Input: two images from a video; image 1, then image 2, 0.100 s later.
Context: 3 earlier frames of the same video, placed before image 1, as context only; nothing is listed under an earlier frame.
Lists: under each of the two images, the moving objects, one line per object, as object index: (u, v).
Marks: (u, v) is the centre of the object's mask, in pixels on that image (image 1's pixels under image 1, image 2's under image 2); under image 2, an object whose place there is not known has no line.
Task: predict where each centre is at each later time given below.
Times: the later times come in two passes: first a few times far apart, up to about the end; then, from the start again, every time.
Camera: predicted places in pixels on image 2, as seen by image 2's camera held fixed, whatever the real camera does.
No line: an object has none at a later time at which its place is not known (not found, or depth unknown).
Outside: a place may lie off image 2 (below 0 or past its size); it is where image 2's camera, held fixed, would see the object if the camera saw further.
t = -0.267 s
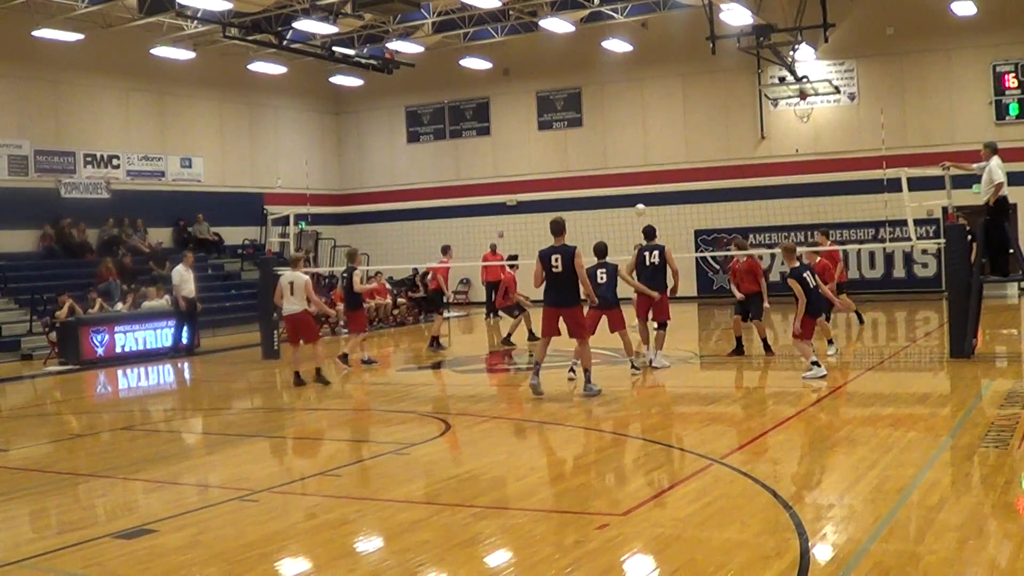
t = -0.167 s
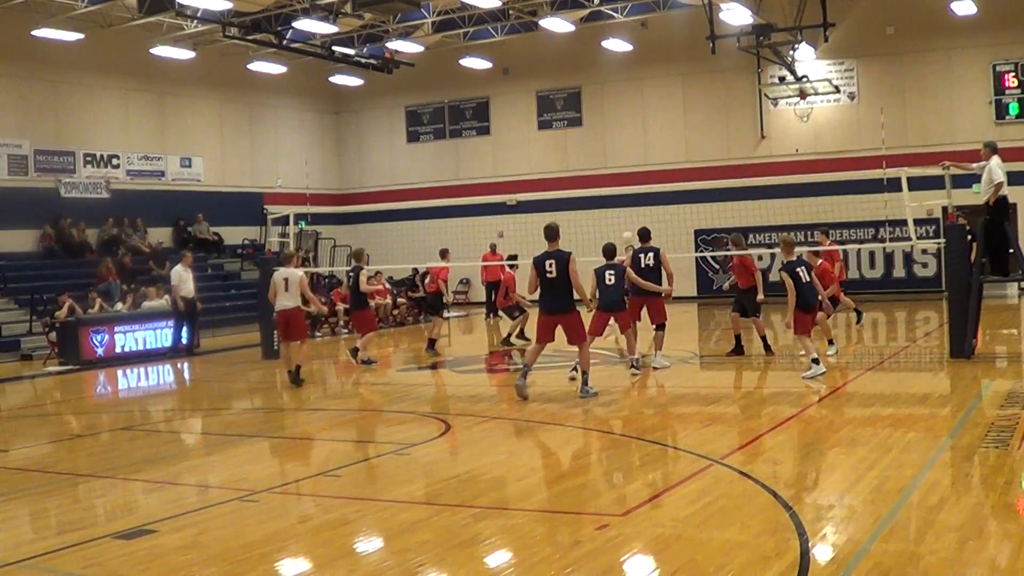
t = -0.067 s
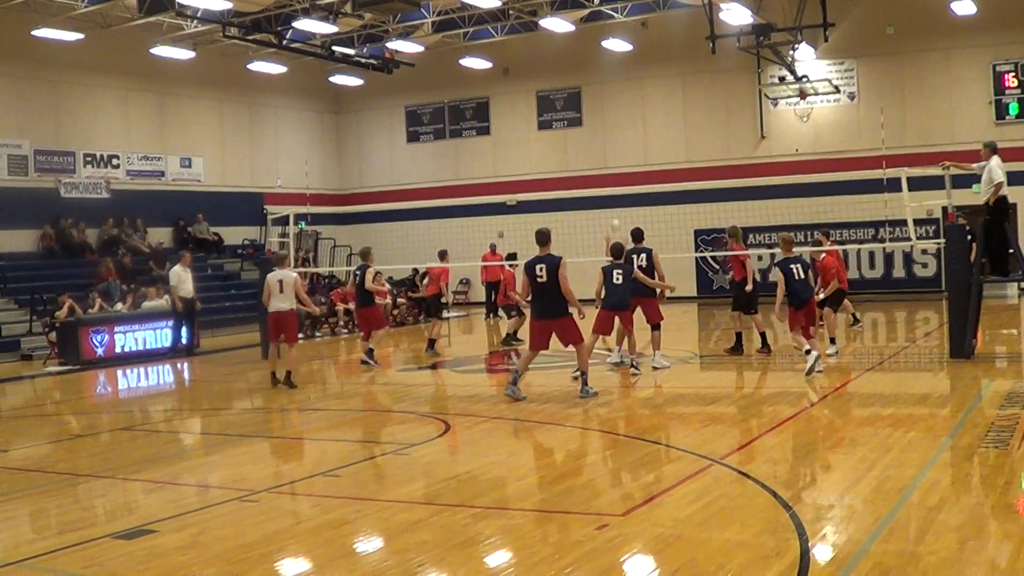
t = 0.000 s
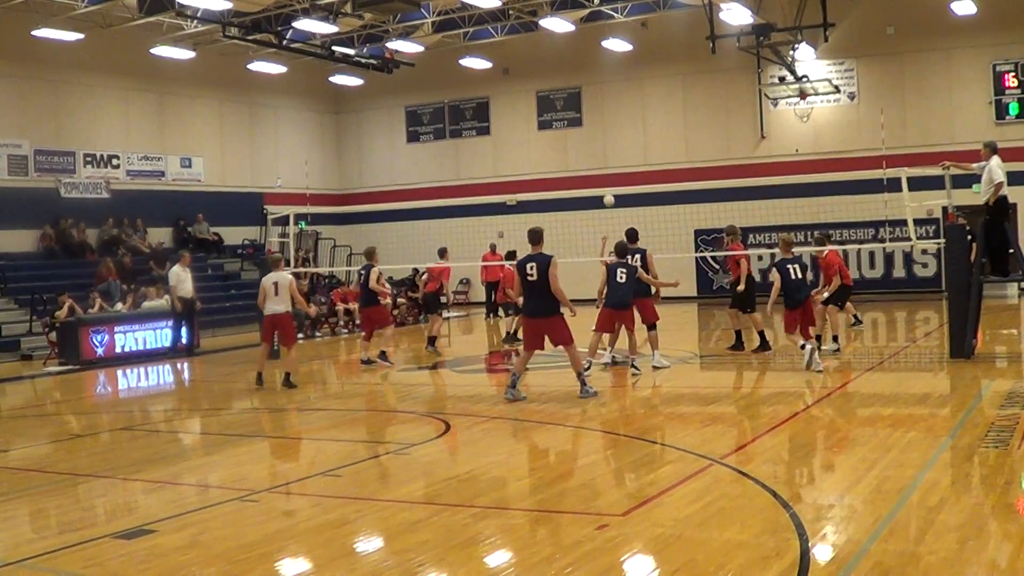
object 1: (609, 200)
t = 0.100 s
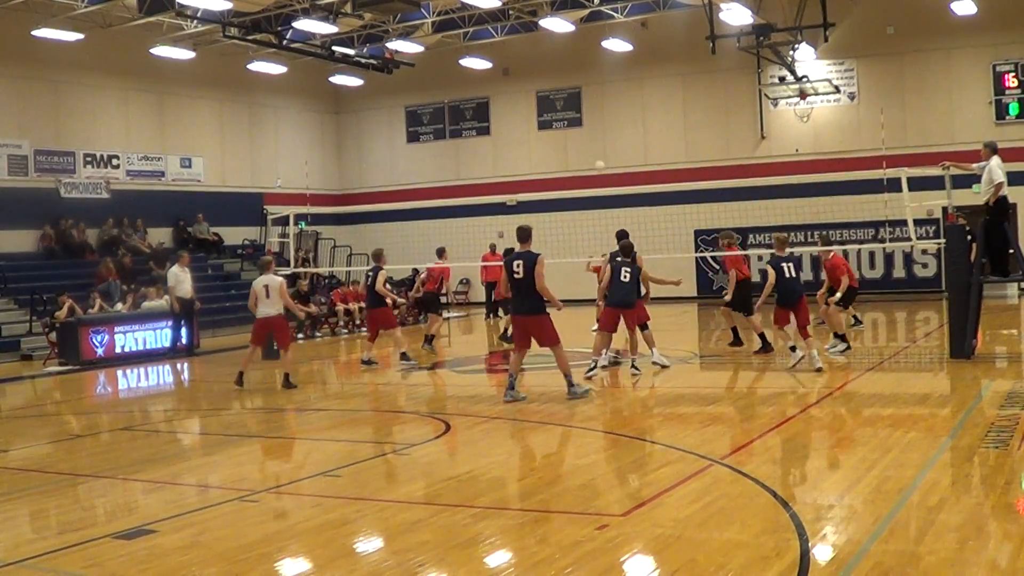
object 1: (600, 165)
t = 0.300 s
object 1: (581, 115)
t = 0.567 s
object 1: (560, 79)
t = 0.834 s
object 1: (540, 80)
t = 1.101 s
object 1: (523, 117)
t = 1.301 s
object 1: (511, 169)
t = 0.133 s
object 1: (597, 155)
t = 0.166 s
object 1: (594, 146)
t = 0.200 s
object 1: (592, 137)
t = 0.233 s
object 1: (588, 128)
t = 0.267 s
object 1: (584, 122)
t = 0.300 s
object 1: (581, 115)
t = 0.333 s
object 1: (579, 109)
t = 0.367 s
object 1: (576, 103)
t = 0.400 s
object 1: (574, 97)
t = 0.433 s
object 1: (571, 93)
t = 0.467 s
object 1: (568, 88)
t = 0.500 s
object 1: (566, 85)
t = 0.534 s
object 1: (563, 81)
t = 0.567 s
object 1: (560, 79)
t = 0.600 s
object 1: (557, 77)
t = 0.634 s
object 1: (555, 76)
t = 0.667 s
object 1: (553, 75)
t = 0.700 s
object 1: (550, 74)
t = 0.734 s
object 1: (548, 75)
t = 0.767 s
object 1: (545, 76)
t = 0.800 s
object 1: (543, 78)
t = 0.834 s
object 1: (540, 80)
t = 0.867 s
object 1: (538, 82)
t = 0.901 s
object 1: (536, 85)
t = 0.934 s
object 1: (534, 89)
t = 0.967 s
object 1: (532, 92)
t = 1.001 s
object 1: (530, 98)
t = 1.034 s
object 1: (527, 103)
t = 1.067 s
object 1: (525, 110)
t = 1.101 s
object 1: (523, 117)
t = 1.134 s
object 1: (521, 125)
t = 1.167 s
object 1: (519, 132)
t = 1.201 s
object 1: (516, 141)
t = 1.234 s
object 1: (515, 151)
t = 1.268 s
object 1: (513, 160)
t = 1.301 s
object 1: (511, 169)
